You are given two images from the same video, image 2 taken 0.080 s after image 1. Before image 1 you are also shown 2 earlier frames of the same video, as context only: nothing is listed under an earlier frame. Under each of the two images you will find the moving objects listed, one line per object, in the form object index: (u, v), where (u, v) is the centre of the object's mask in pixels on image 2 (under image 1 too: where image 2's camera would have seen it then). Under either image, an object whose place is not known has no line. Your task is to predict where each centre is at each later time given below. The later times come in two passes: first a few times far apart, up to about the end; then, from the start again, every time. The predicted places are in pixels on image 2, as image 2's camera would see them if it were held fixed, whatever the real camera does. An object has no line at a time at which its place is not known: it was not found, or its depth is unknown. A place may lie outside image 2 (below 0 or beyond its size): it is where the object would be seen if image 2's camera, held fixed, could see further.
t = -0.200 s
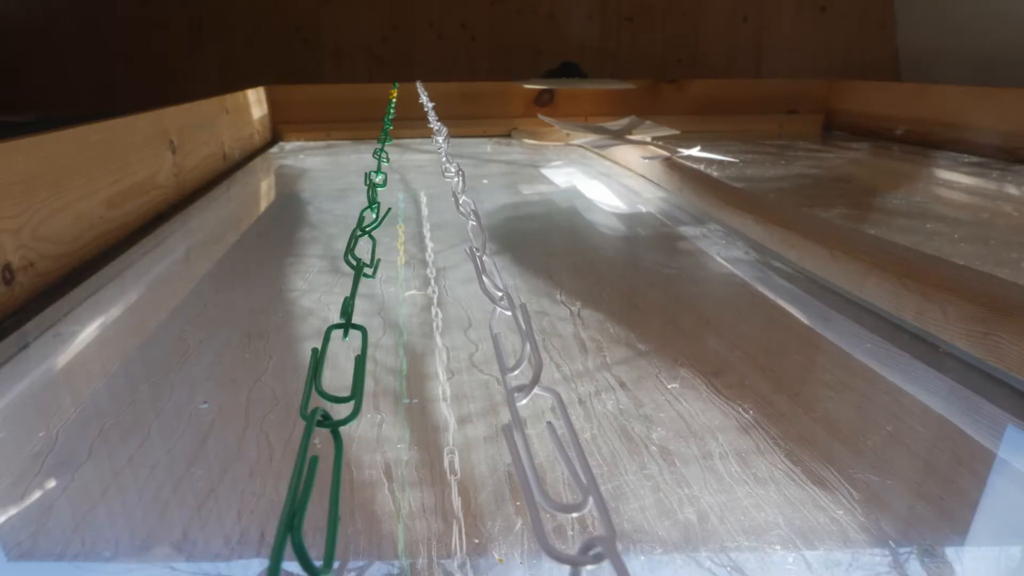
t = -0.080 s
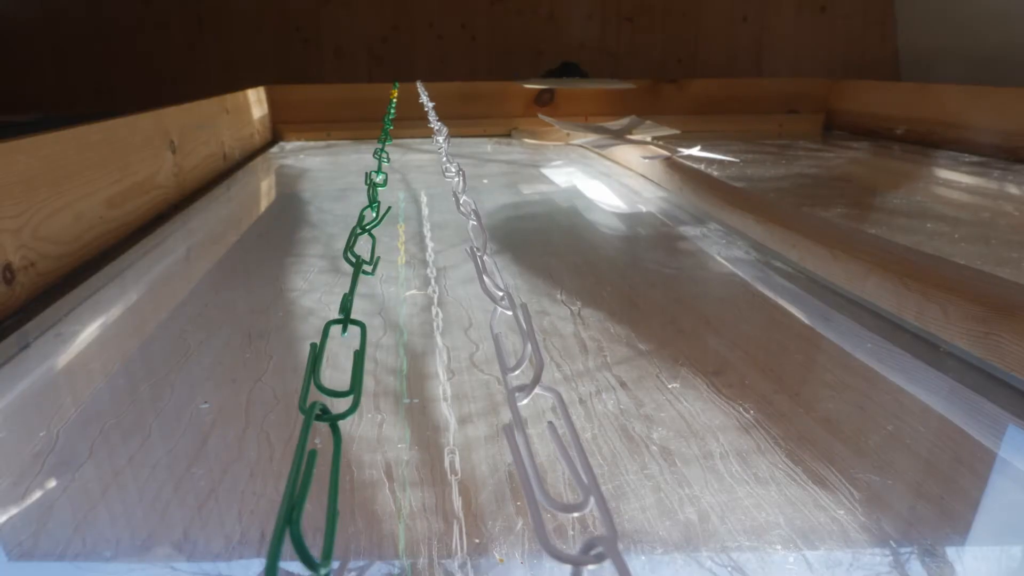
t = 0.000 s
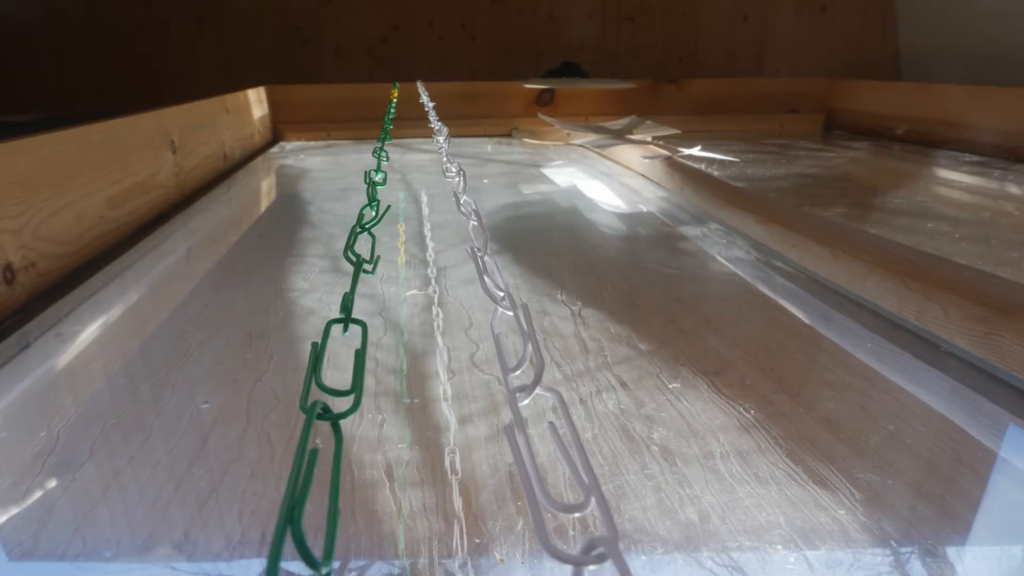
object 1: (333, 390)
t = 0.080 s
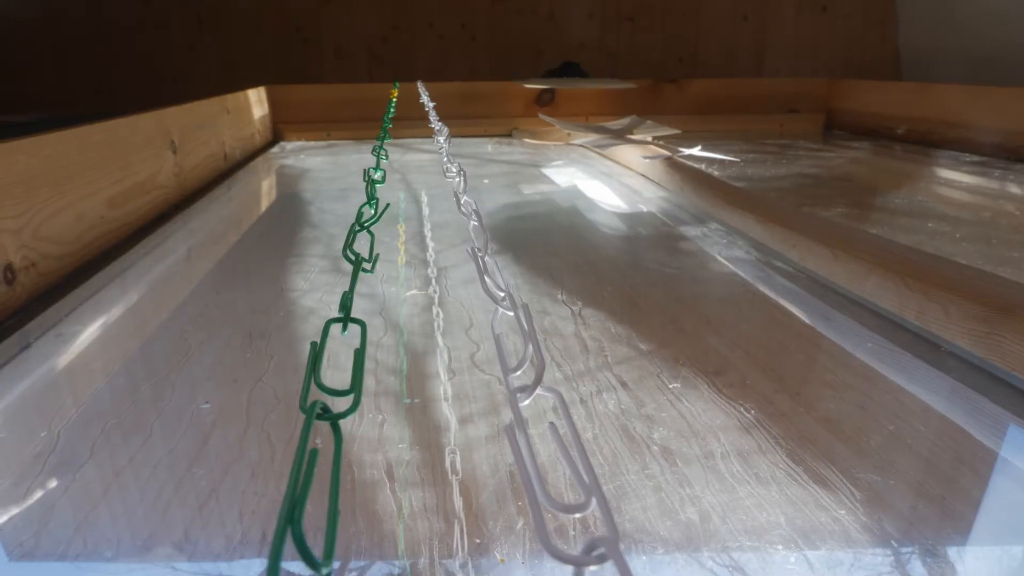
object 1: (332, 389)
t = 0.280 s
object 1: (322, 386)
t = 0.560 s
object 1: (305, 383)
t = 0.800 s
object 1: (314, 384)
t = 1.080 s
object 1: (333, 391)
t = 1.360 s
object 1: (334, 390)
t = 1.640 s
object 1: (326, 388)
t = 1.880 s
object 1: (311, 384)
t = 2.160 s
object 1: (310, 384)
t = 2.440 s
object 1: (329, 391)
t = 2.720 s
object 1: (335, 391)
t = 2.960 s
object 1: (332, 391)
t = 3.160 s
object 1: (321, 387)
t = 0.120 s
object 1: (331, 389)
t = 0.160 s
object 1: (329, 389)
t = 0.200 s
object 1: (327, 388)
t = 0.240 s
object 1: (325, 388)
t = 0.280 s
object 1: (322, 386)
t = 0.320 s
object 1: (319, 386)
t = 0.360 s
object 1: (317, 385)
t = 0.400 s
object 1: (315, 384)
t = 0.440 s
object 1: (312, 384)
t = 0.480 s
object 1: (309, 384)
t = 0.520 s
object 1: (307, 383)
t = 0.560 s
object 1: (305, 383)
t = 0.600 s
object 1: (303, 382)
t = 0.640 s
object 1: (303, 382)
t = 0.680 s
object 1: (304, 383)
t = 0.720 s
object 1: (307, 383)
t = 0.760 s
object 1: (310, 383)
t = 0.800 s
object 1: (314, 384)
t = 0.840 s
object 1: (318, 385)
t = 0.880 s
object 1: (322, 386)
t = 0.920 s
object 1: (326, 387)
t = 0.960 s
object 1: (329, 388)
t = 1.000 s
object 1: (332, 389)
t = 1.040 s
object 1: (333, 390)
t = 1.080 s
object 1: (333, 391)
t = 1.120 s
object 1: (334, 391)
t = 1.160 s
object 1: (334, 391)
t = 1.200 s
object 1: (334, 391)
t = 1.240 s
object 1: (333, 391)
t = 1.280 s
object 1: (334, 390)
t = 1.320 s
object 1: (334, 390)
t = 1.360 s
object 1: (334, 390)
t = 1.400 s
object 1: (335, 389)
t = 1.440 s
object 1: (334, 390)
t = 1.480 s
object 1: (333, 390)
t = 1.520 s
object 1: (331, 390)
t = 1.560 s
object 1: (330, 389)
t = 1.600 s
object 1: (328, 389)
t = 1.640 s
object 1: (326, 388)
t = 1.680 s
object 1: (324, 387)
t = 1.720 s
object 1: (322, 386)
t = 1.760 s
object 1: (319, 385)
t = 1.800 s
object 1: (317, 385)
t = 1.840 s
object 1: (314, 385)
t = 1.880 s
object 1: (311, 384)
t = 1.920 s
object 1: (308, 384)
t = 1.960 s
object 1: (307, 383)
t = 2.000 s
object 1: (307, 383)
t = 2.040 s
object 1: (307, 382)
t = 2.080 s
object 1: (307, 383)
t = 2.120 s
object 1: (308, 383)
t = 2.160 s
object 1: (310, 384)
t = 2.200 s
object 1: (315, 384)
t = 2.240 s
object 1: (319, 385)
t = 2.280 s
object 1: (322, 387)
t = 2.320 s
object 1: (324, 388)
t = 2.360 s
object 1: (326, 389)
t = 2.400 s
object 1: (328, 390)
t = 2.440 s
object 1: (329, 391)
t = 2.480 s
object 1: (330, 391)
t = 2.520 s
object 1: (331, 392)
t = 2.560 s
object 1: (331, 391)
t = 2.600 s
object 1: (332, 391)
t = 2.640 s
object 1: (333, 391)
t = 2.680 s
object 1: (334, 391)
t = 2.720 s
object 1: (335, 391)
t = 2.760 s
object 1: (336, 391)
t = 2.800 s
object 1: (336, 391)
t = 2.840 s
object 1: (335, 391)
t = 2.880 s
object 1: (334, 391)
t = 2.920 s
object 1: (333, 390)
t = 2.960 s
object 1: (332, 391)
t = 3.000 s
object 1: (330, 390)
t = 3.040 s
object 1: (328, 389)
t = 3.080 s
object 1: (326, 388)
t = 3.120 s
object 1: (323, 388)
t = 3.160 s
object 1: (321, 387)
